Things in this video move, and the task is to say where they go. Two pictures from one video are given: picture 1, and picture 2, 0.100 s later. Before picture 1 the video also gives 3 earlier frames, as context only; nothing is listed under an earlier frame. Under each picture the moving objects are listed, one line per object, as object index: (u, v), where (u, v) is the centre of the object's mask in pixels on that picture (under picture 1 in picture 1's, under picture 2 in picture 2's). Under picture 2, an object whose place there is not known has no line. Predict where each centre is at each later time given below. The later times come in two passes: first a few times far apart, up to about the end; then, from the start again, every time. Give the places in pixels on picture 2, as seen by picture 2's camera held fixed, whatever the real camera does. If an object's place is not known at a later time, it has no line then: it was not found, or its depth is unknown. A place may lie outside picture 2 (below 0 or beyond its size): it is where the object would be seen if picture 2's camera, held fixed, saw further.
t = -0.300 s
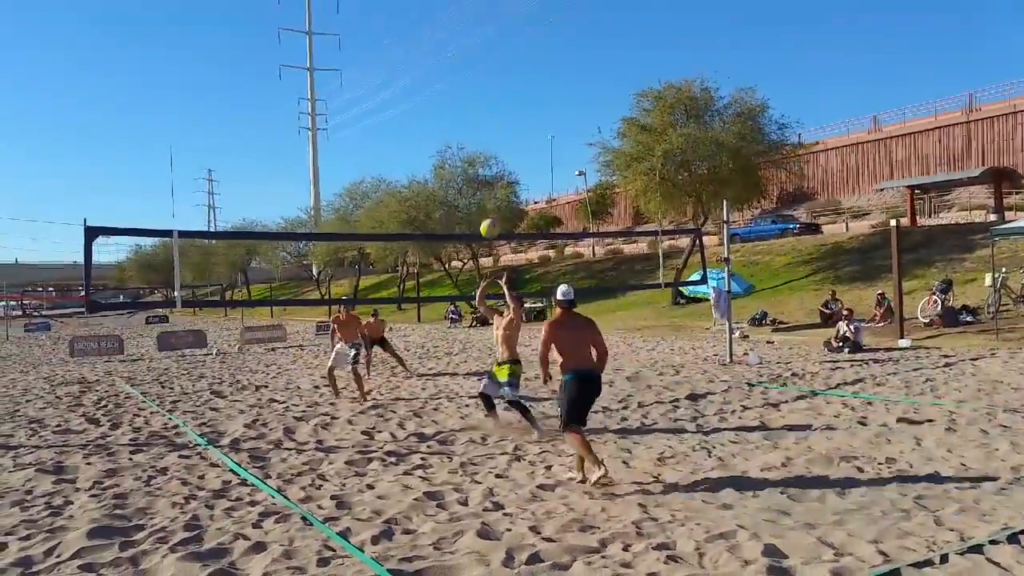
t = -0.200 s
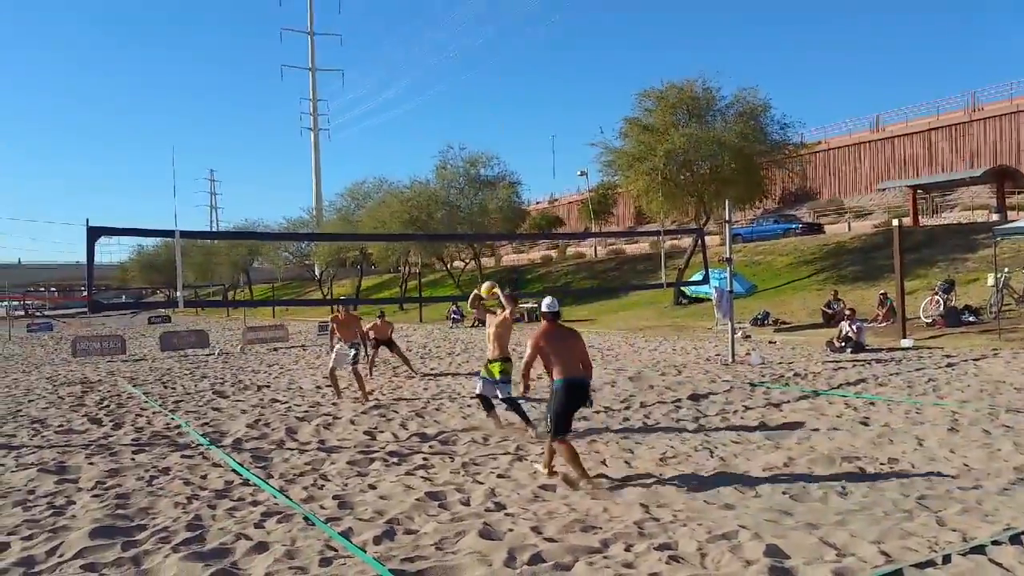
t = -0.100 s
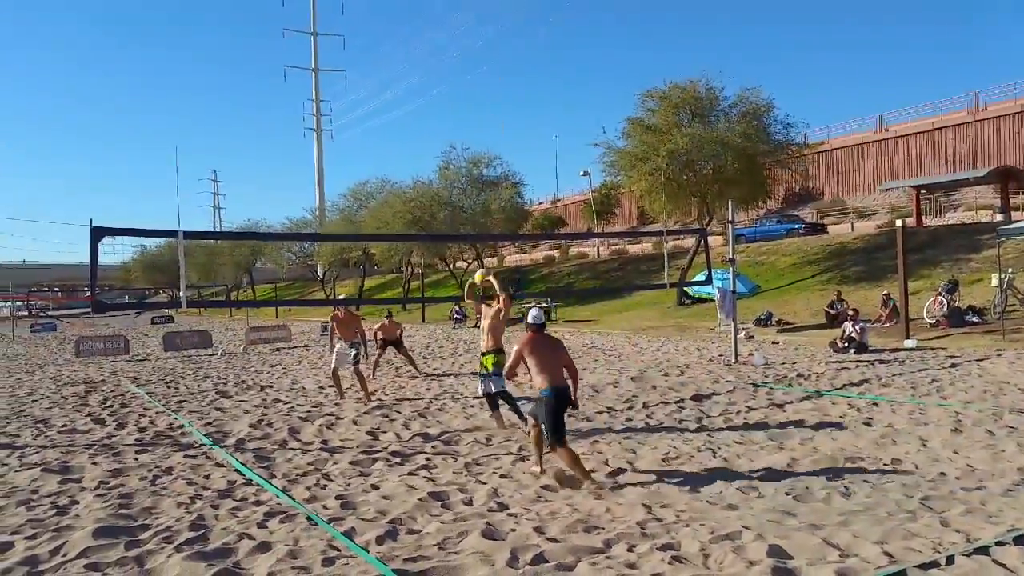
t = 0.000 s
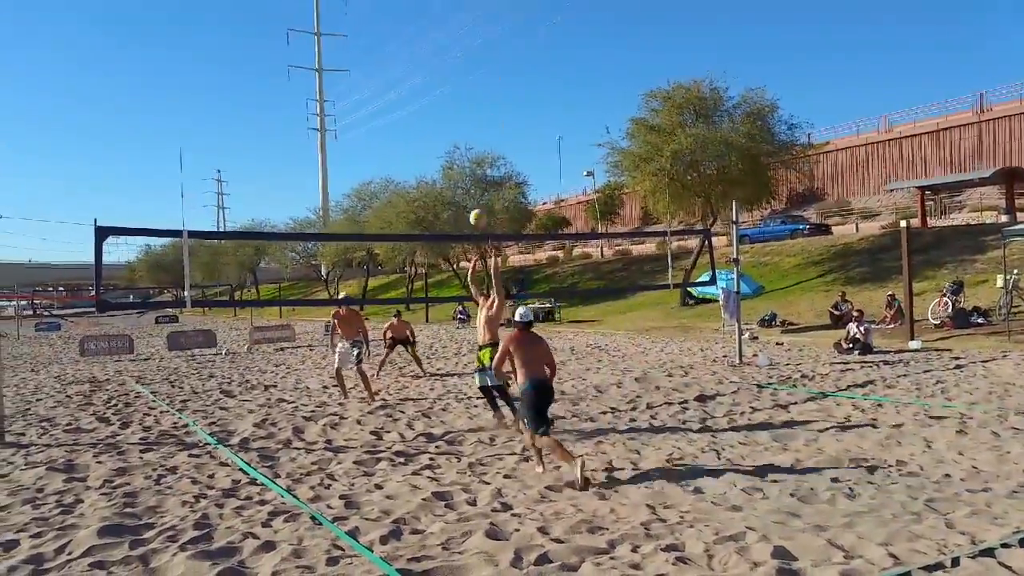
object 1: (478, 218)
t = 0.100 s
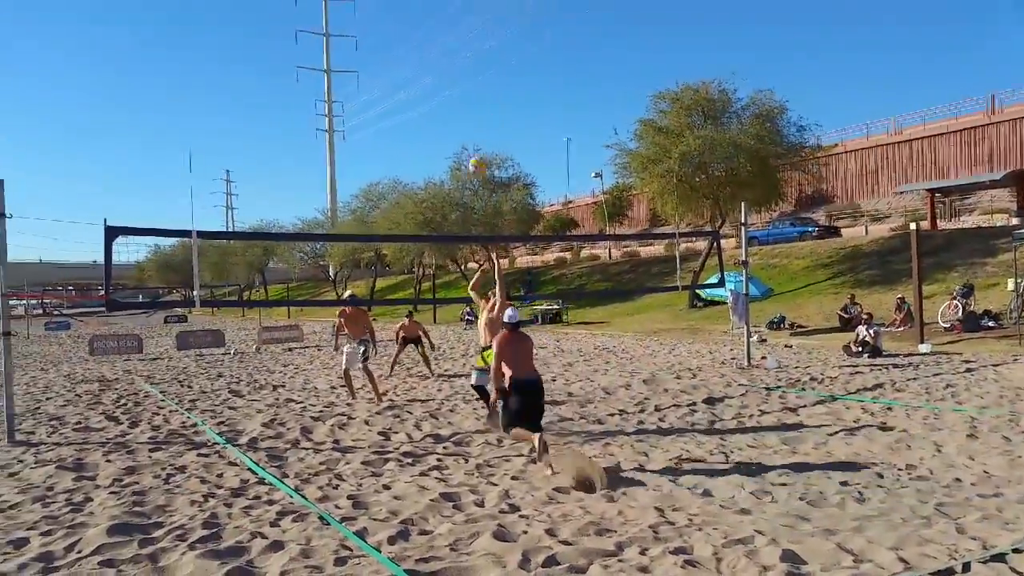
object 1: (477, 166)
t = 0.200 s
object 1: (469, 123)
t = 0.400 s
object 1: (455, 64)
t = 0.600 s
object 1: (445, 40)
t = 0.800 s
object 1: (436, 48)
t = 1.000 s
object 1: (428, 90)
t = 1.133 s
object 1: (425, 135)
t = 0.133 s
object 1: (475, 150)
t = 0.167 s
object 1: (472, 136)
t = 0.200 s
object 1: (469, 123)
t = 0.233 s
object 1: (467, 111)
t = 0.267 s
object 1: (464, 99)
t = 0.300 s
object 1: (462, 89)
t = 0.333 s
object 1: (460, 79)
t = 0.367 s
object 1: (458, 71)
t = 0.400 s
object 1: (455, 64)
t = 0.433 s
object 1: (454, 58)
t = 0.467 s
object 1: (452, 52)
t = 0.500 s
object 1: (450, 47)
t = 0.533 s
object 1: (448, 44)
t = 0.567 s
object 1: (446, 41)
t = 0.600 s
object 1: (445, 40)
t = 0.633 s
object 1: (443, 39)
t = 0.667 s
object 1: (442, 39)
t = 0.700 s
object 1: (441, 40)
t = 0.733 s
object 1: (440, 41)
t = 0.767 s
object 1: (438, 44)
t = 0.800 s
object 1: (436, 48)
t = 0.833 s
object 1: (435, 53)
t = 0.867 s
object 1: (433, 59)
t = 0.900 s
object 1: (432, 65)
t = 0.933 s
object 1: (431, 73)
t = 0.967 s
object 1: (429, 81)
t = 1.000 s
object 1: (428, 90)
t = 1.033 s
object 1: (427, 100)
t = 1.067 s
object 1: (427, 111)
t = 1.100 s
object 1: (425, 123)
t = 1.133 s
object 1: (425, 135)
